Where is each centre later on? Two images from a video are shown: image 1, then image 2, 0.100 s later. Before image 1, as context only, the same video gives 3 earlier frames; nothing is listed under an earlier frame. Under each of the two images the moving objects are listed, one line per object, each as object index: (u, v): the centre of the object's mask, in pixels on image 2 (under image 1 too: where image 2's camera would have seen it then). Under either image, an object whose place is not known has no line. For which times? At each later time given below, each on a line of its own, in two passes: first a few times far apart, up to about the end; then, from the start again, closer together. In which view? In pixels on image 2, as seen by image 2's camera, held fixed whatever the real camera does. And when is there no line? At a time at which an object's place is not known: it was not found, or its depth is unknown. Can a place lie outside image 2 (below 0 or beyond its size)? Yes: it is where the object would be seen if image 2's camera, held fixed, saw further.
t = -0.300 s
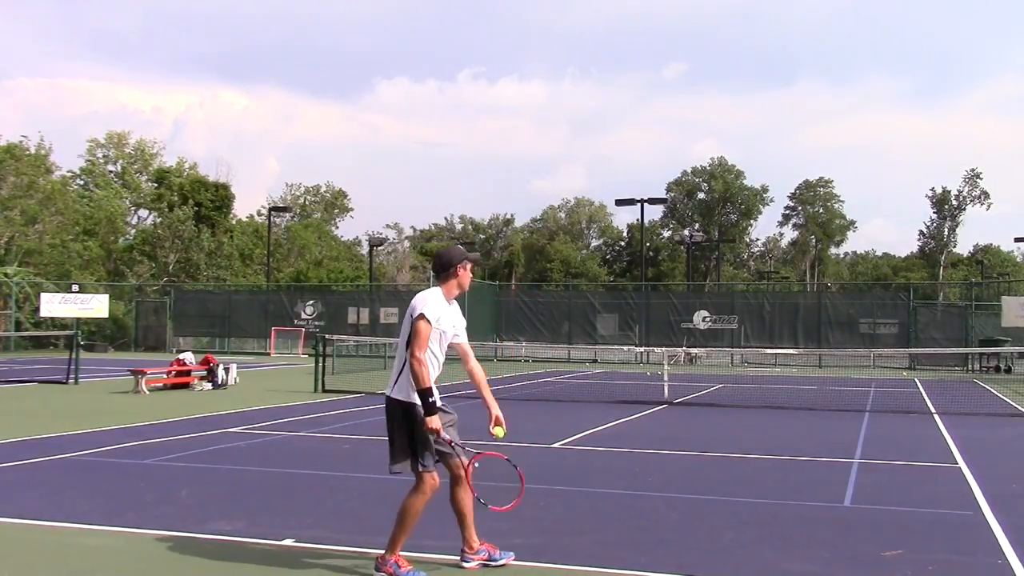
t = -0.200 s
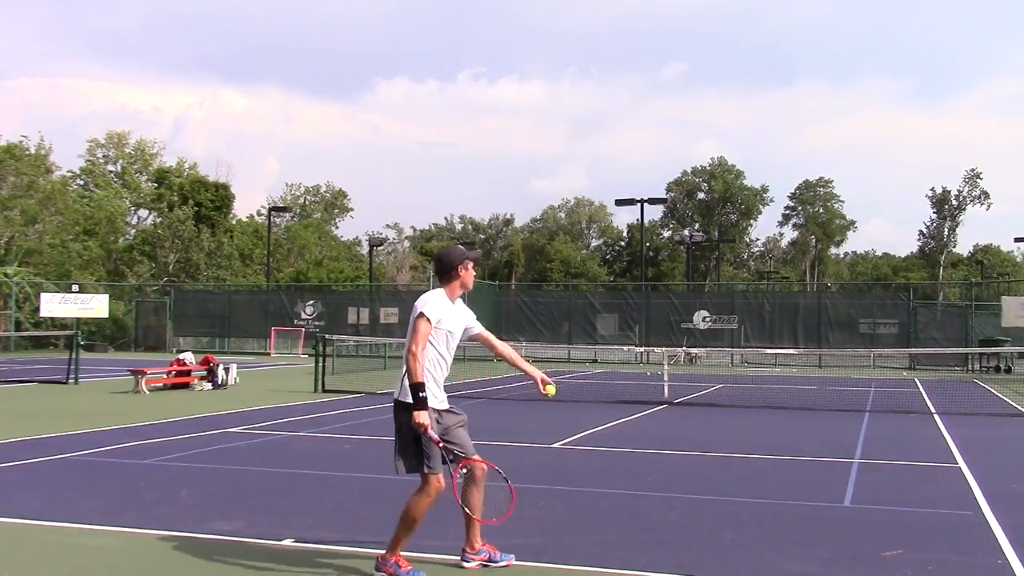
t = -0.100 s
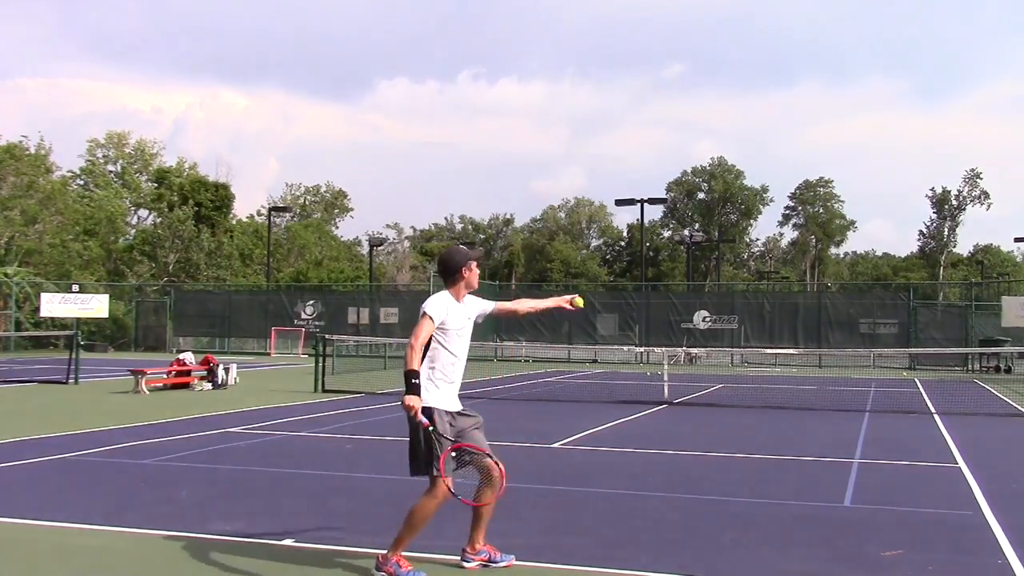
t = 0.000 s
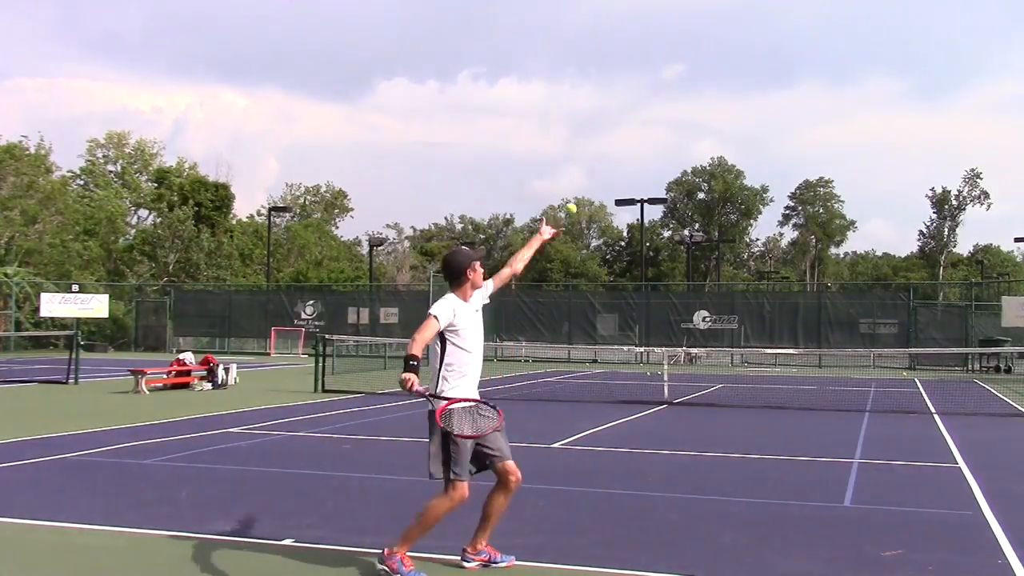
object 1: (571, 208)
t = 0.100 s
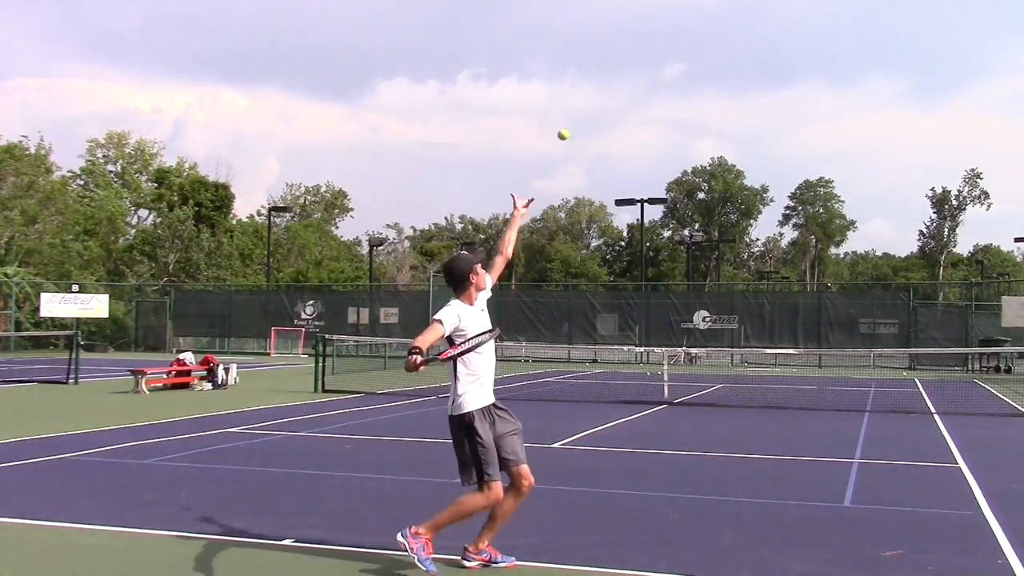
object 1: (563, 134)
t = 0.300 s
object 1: (546, 39)
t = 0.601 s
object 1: (520, 22)
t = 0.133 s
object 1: (560, 113)
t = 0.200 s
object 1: (555, 78)
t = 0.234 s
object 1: (552, 63)
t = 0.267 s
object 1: (549, 50)
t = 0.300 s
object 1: (546, 39)
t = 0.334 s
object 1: (544, 30)
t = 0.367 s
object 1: (541, 22)
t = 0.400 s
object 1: (537, 17)
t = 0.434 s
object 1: (535, 13)
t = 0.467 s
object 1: (532, 11)
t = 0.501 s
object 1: (529, 11)
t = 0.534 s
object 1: (526, 13)
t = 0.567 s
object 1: (523, 17)
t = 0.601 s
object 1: (520, 22)
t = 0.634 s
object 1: (517, 29)
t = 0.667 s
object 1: (514, 38)
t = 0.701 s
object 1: (511, 48)
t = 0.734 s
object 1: (508, 61)
